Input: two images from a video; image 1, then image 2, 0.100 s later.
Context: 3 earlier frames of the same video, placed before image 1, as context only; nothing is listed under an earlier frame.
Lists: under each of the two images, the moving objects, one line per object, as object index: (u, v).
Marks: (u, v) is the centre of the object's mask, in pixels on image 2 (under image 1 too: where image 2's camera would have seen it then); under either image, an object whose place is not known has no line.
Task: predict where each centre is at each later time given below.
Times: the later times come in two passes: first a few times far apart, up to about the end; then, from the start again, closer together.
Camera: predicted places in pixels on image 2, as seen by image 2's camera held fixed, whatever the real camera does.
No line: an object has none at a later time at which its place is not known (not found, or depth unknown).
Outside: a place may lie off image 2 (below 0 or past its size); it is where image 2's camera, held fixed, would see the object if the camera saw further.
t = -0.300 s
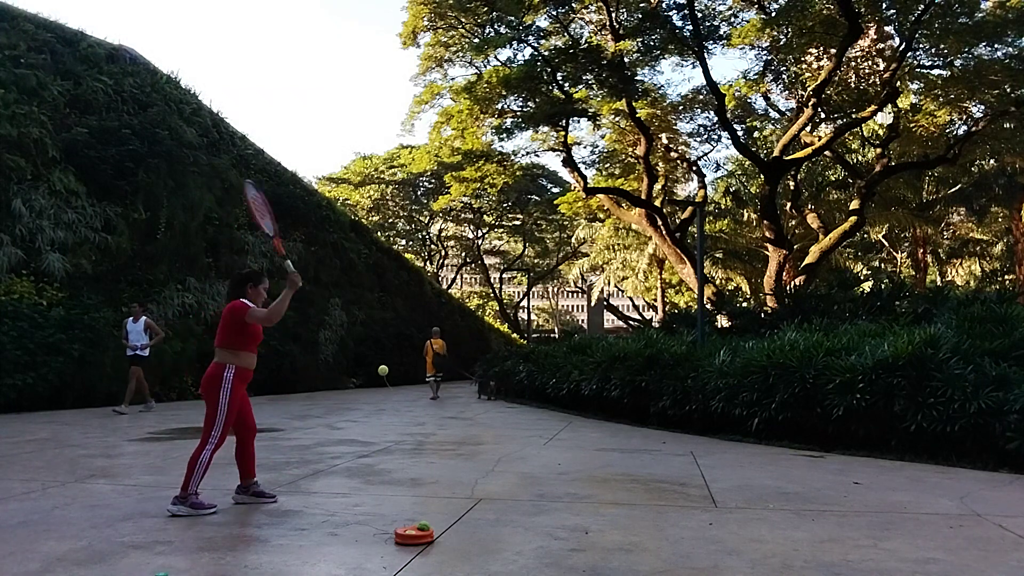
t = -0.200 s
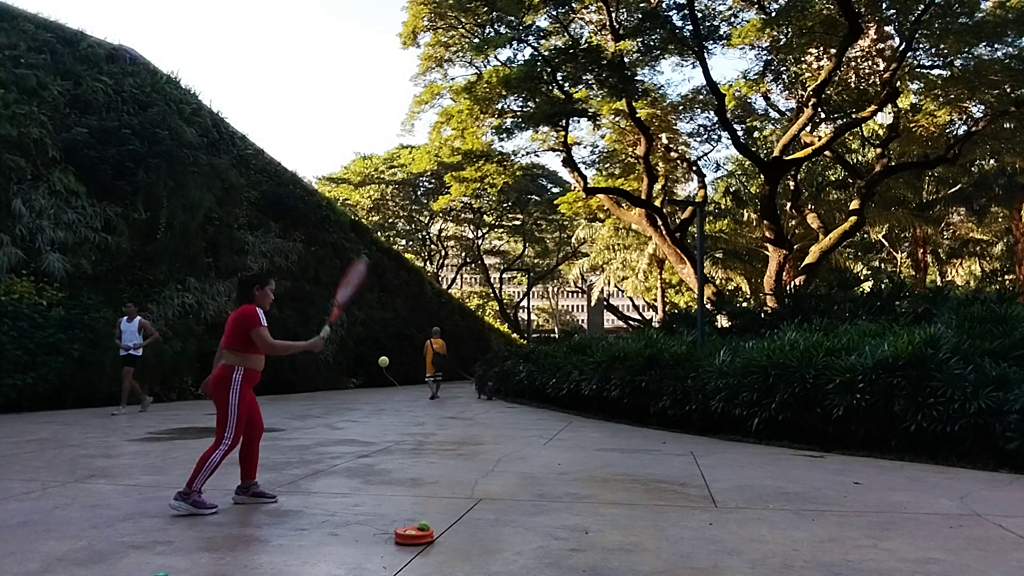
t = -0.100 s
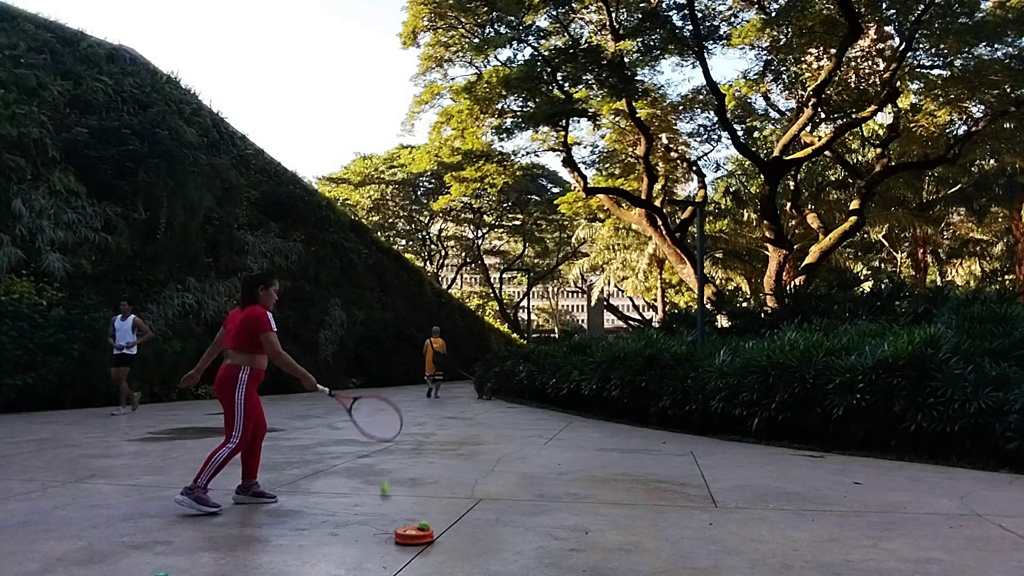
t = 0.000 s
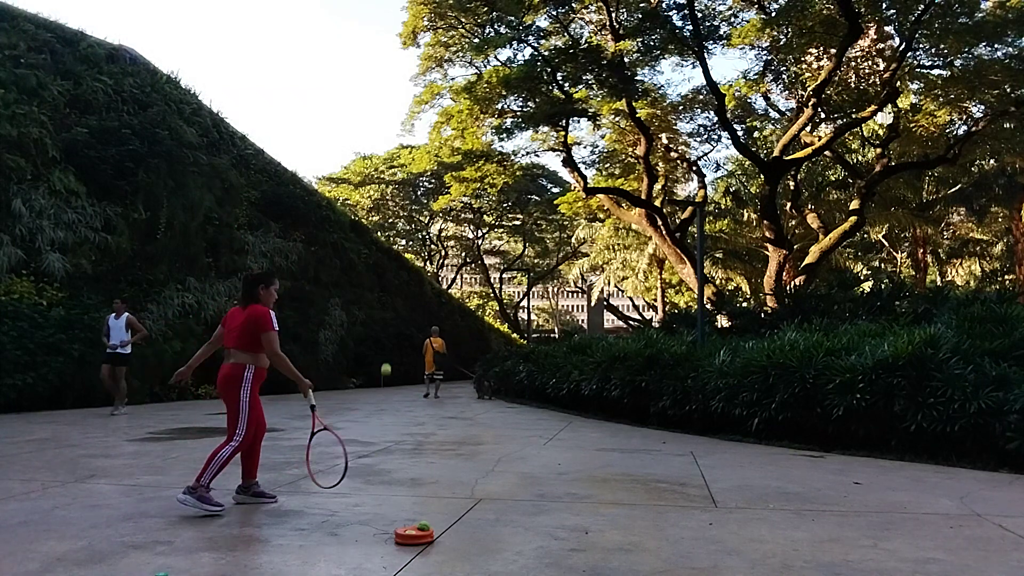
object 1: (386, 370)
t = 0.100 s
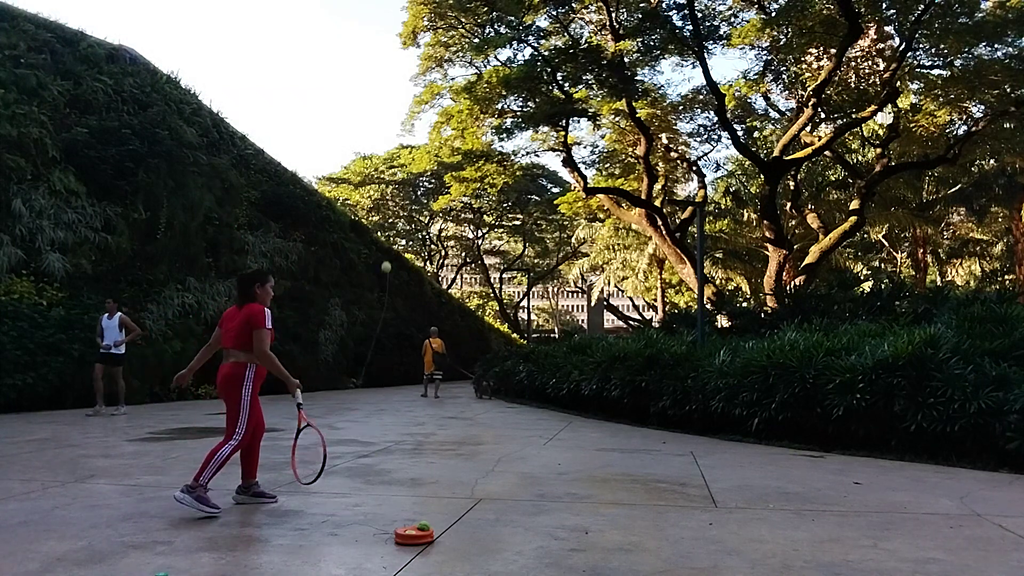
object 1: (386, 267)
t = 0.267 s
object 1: (383, 141)
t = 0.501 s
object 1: (376, 42)
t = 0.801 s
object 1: (371, 44)
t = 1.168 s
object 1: (367, 225)
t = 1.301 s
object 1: (365, 339)
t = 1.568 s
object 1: (365, 394)
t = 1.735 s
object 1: (367, 317)
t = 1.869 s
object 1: (368, 283)
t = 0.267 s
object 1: (383, 141)
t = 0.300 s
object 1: (382, 121)
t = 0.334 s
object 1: (381, 104)
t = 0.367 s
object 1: (380, 88)
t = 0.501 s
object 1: (376, 42)
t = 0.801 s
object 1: (371, 44)
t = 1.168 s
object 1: (367, 225)
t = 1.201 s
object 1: (367, 251)
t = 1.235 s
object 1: (367, 278)
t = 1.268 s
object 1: (366, 307)
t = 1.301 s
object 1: (365, 339)
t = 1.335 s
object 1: (364, 372)
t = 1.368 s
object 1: (363, 405)
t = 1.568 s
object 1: (365, 394)
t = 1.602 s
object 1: (365, 376)
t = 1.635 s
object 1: (366, 359)
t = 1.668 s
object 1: (367, 343)
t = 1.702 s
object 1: (367, 329)
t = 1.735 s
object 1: (367, 317)
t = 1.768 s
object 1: (368, 306)
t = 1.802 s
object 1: (368, 297)
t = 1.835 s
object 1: (368, 289)
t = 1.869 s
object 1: (368, 283)
